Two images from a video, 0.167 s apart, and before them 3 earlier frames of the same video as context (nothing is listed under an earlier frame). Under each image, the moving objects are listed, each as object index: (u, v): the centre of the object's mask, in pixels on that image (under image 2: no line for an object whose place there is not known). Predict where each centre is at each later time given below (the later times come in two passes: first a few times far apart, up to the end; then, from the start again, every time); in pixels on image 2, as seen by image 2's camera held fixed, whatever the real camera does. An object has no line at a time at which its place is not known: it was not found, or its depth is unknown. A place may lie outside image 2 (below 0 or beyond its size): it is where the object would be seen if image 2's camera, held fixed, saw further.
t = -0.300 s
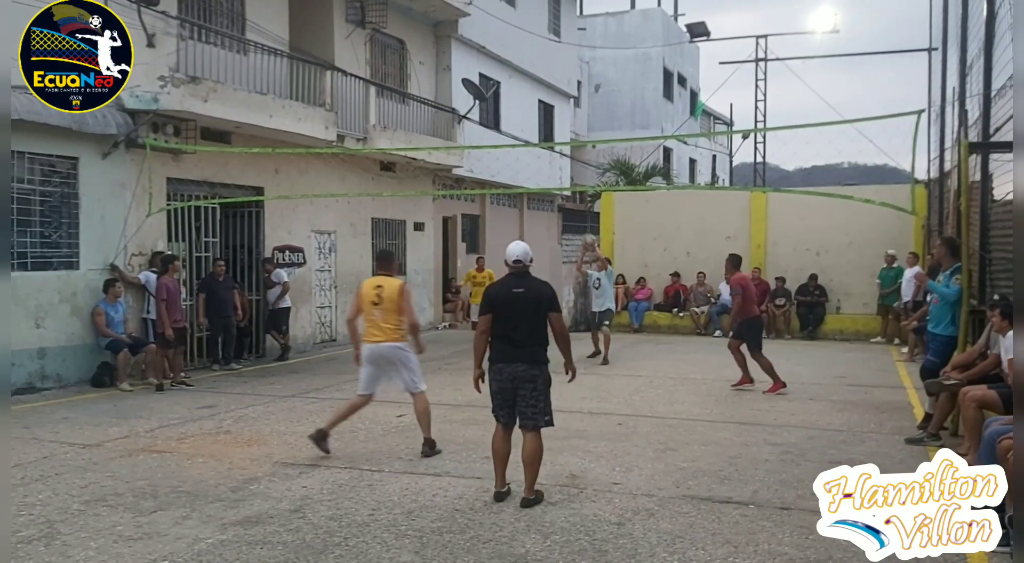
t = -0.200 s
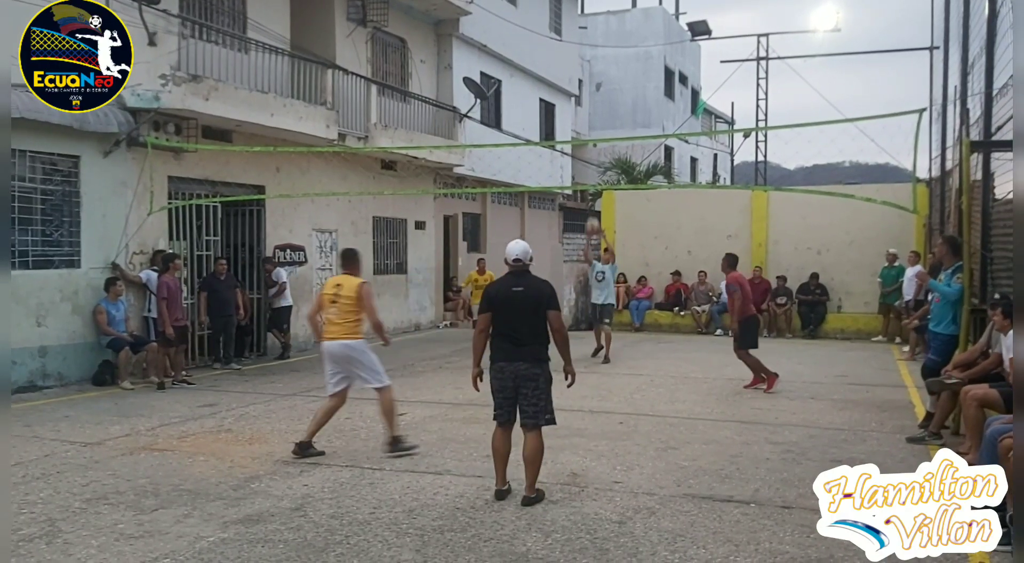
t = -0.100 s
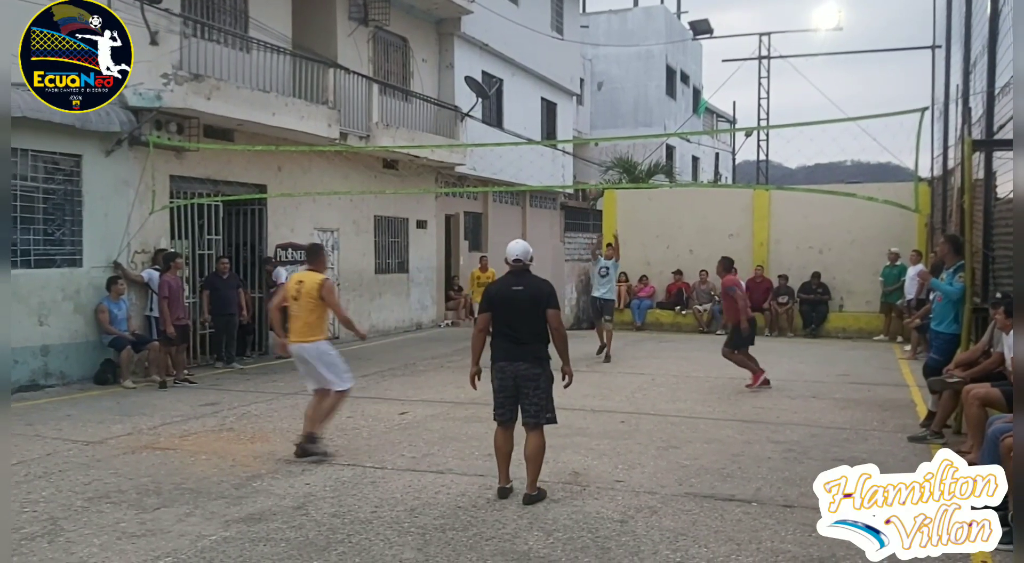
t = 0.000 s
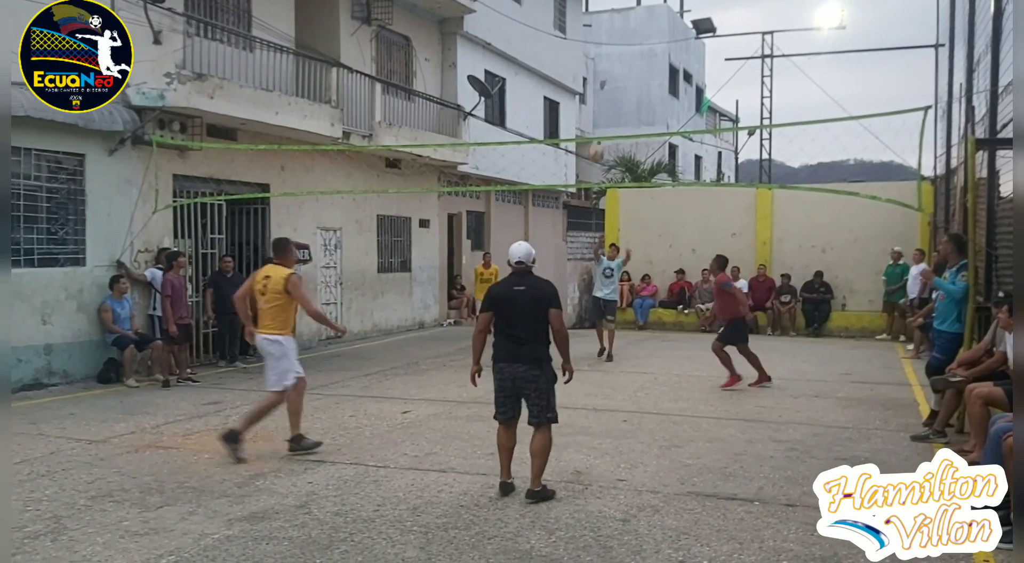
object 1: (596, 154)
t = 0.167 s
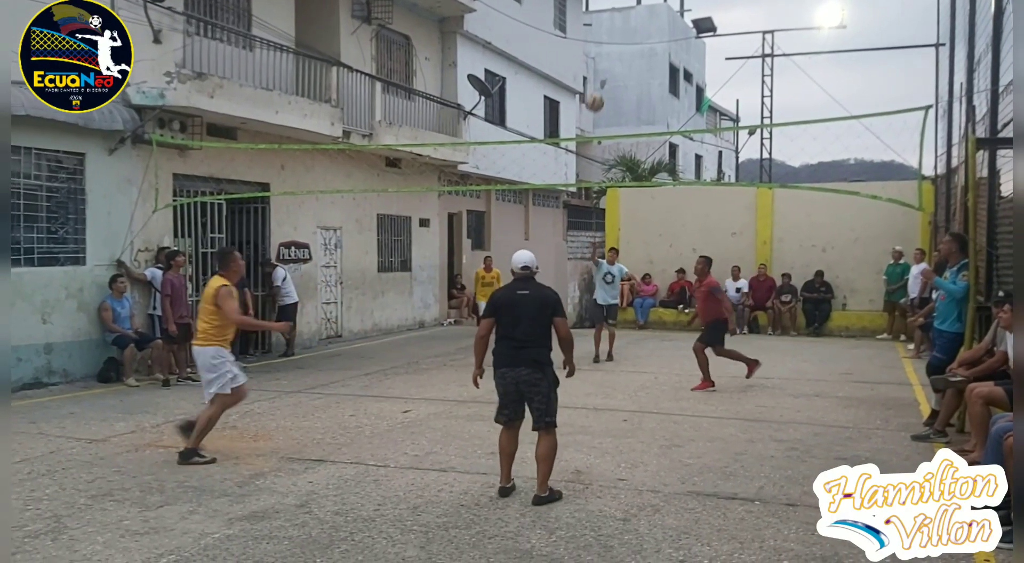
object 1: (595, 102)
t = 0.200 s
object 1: (594, 94)
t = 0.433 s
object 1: (586, 44)
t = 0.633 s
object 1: (574, 35)
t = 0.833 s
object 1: (548, 99)
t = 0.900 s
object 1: (534, 156)
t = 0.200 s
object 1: (594, 94)
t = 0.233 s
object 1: (594, 85)
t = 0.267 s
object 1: (592, 77)
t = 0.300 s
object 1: (591, 69)
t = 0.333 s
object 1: (591, 61)
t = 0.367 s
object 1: (589, 54)
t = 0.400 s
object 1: (588, 48)
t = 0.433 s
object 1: (586, 44)
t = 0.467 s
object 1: (585, 38)
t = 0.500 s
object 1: (583, 35)
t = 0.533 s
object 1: (581, 33)
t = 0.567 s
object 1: (579, 33)
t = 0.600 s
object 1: (577, 34)
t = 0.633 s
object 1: (574, 35)
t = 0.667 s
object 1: (571, 39)
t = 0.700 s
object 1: (568, 46)
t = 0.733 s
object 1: (564, 54)
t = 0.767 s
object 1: (559, 67)
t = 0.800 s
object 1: (555, 81)
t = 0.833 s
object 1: (548, 99)
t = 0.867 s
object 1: (542, 124)
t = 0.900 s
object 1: (534, 156)
